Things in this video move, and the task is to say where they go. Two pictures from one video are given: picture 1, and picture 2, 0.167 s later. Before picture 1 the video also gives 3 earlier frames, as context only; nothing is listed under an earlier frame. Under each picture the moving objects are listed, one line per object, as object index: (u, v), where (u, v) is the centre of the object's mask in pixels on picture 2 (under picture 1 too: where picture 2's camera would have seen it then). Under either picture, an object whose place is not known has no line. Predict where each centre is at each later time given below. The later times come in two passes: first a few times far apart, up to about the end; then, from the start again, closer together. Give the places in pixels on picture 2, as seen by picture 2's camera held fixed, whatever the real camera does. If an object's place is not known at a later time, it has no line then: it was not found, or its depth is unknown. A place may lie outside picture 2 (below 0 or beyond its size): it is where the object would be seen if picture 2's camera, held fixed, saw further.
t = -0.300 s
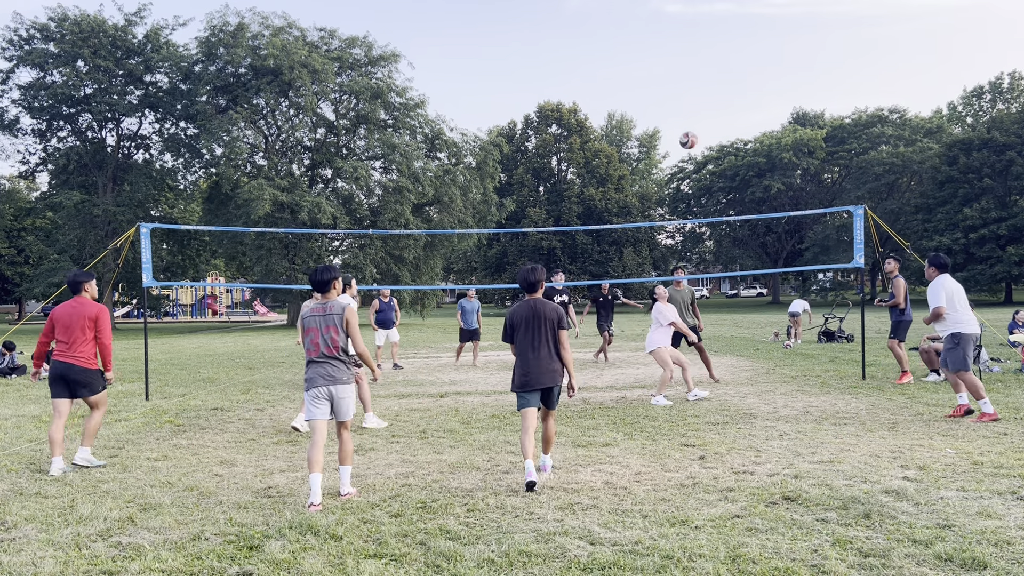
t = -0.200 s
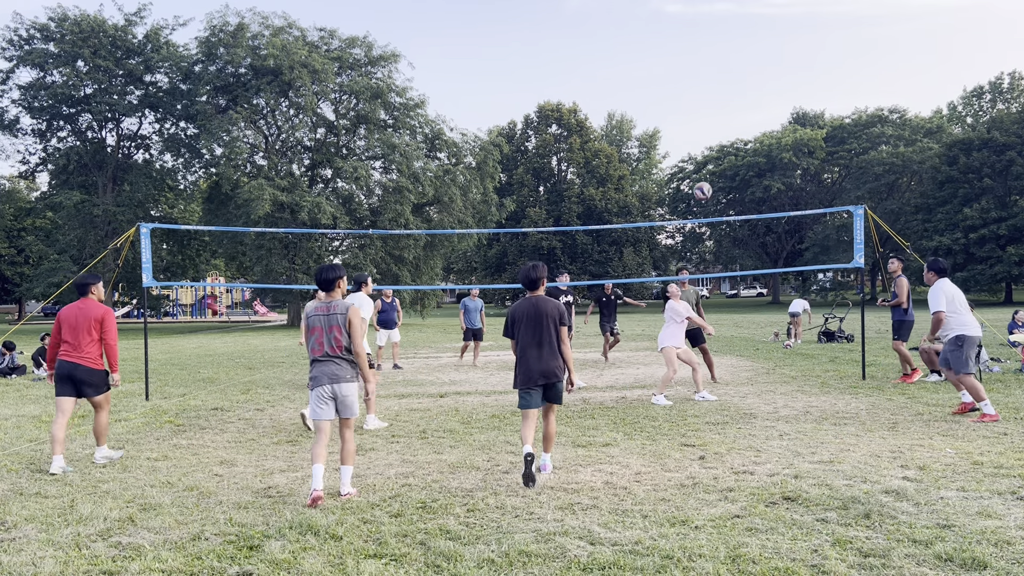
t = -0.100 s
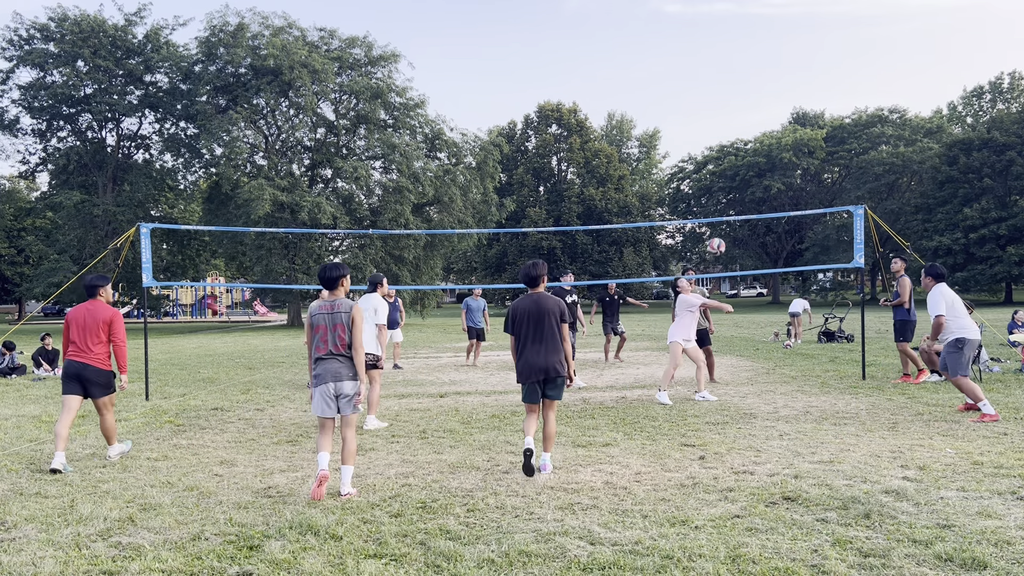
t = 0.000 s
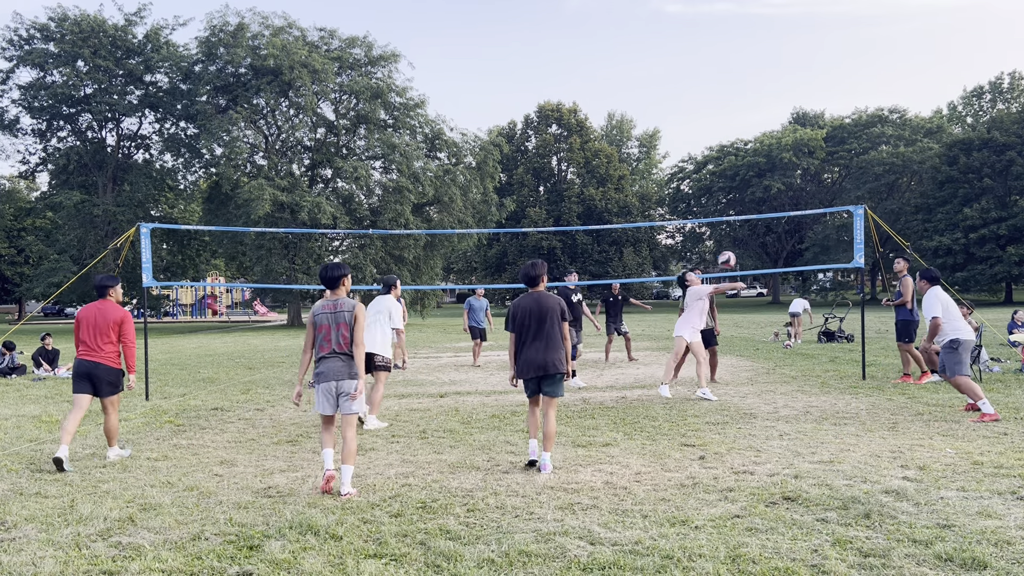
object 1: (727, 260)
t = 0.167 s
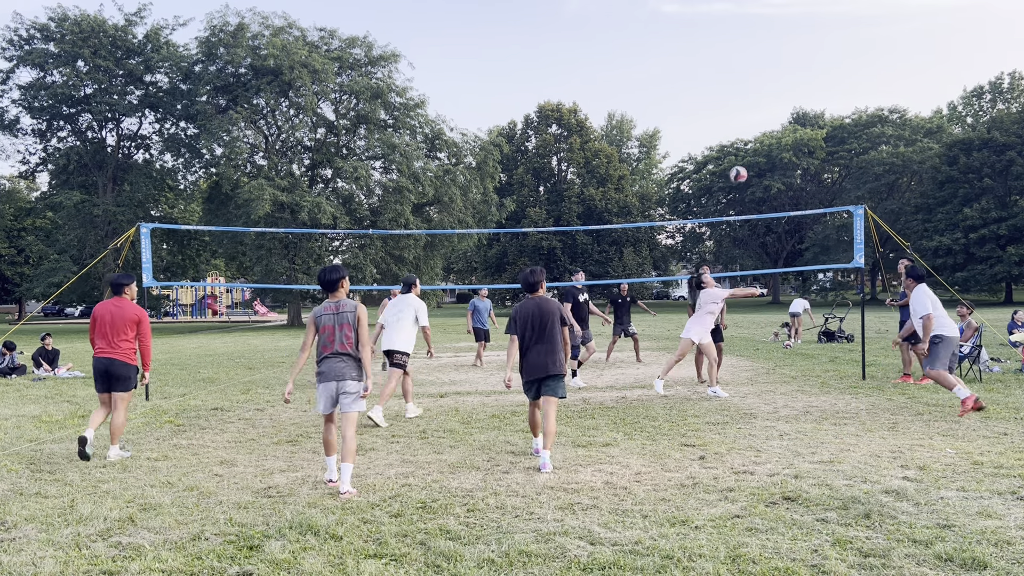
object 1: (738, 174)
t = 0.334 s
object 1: (750, 114)
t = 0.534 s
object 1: (765, 72)
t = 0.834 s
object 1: (787, 69)
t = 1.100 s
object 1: (808, 125)
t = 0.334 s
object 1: (750, 114)
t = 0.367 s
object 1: (752, 105)
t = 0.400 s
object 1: (755, 96)
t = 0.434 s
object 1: (758, 89)
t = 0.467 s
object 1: (760, 83)
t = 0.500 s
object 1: (762, 77)
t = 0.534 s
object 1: (765, 72)
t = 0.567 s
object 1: (767, 68)
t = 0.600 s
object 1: (770, 66)
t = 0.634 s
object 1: (772, 63)
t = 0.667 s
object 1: (775, 62)
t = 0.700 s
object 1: (777, 62)
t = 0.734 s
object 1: (780, 62)
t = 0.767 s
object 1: (782, 64)
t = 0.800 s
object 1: (785, 66)
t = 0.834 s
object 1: (787, 69)
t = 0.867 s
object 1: (790, 73)
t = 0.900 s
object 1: (792, 78)
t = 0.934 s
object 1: (795, 84)
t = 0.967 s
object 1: (797, 91)
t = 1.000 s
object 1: (800, 98)
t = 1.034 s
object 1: (802, 106)
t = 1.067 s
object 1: (805, 116)
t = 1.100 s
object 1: (808, 125)
